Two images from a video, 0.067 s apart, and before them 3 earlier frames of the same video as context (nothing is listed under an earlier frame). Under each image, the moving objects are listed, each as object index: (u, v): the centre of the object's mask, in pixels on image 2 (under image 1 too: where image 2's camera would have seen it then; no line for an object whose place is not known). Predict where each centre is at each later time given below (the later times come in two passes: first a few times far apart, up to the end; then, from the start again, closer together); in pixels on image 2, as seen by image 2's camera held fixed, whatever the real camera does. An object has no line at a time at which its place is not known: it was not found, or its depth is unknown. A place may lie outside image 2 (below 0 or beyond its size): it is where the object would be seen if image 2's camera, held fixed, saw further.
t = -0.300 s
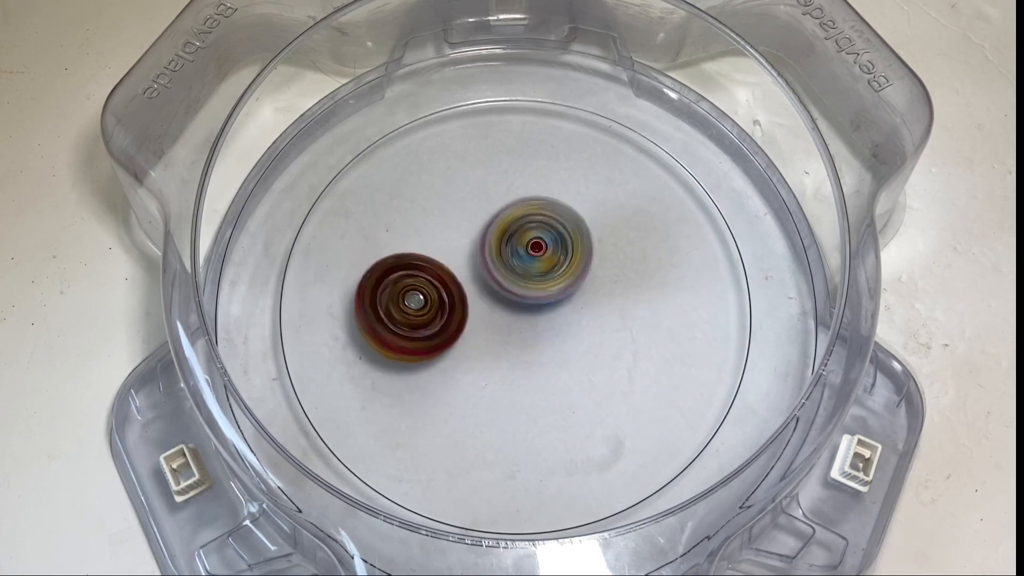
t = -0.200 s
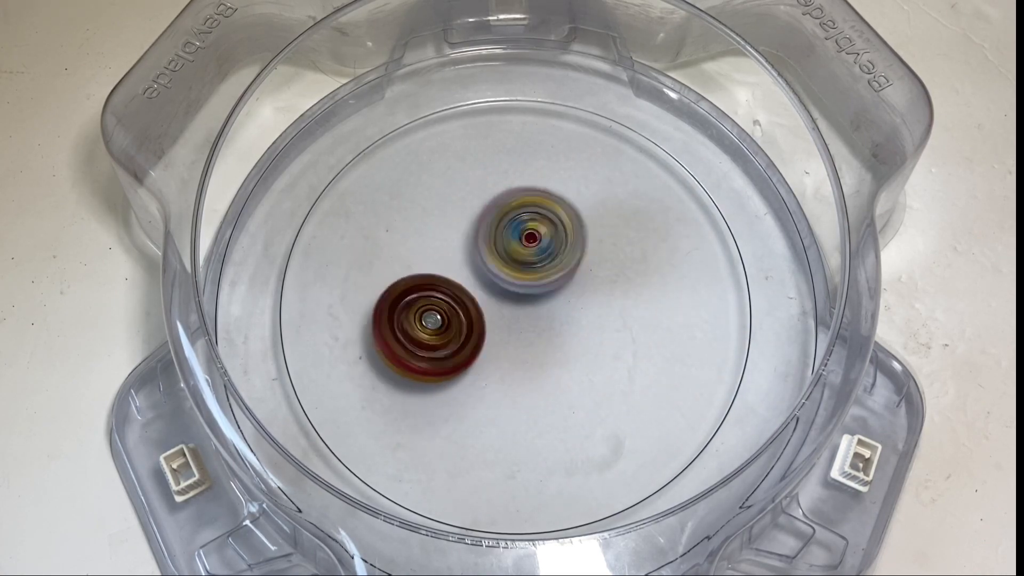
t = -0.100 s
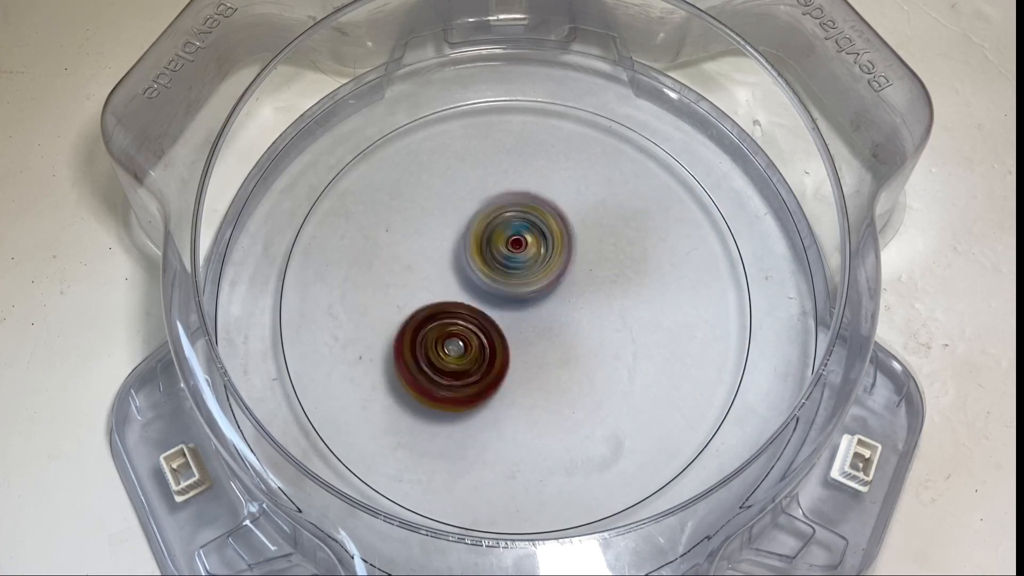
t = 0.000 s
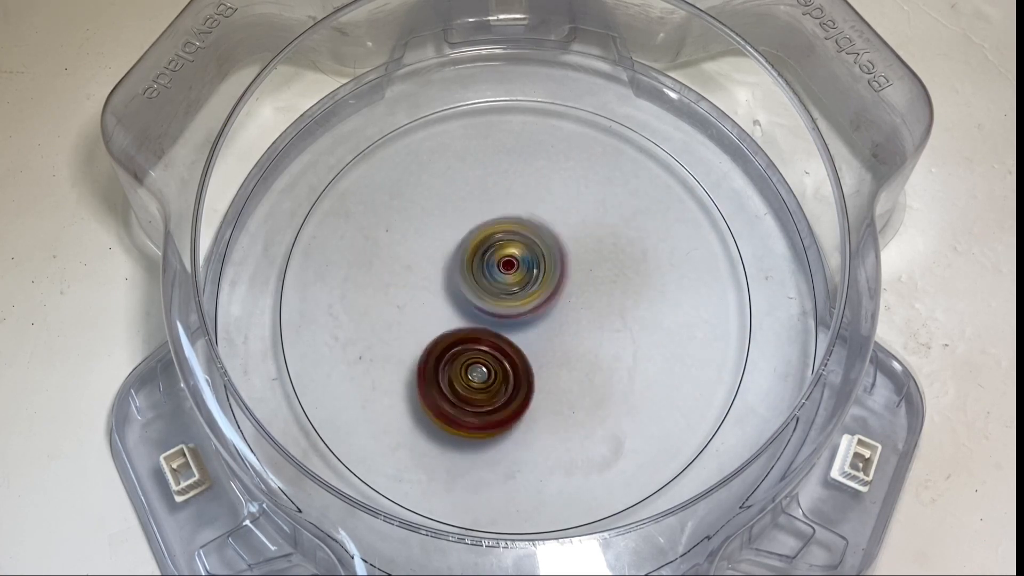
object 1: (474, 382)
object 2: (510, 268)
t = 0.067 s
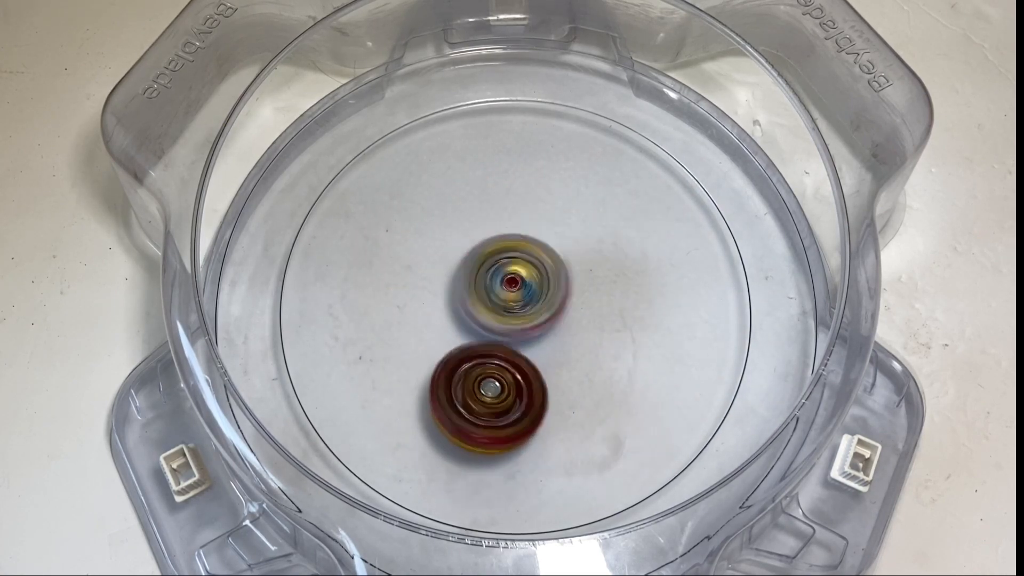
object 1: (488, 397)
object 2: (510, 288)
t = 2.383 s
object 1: (444, 276)
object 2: (559, 314)
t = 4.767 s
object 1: (469, 212)
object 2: (562, 283)
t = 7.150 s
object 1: (450, 215)
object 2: (479, 350)
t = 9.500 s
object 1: (428, 285)
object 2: (556, 256)
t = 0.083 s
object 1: (492, 403)
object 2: (513, 288)
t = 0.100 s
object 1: (496, 408)
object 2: (513, 288)
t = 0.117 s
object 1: (500, 412)
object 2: (516, 286)
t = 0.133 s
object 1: (503, 416)
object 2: (516, 286)
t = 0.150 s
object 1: (505, 417)
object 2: (519, 283)
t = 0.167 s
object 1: (508, 419)
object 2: (519, 282)
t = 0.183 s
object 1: (509, 420)
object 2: (522, 279)
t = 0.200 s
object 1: (511, 421)
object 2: (522, 277)
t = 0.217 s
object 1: (513, 420)
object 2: (522, 276)
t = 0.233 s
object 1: (514, 420)
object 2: (523, 274)
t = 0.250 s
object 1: (514, 420)
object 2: (522, 272)
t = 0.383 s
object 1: (518, 407)
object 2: (516, 261)
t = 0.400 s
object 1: (519, 405)
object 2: (516, 259)
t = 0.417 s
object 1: (519, 403)
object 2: (514, 260)
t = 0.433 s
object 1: (521, 400)
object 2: (513, 259)
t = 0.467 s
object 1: (524, 396)
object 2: (510, 261)
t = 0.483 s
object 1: (526, 393)
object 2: (508, 262)
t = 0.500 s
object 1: (529, 390)
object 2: (506, 264)
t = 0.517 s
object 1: (531, 387)
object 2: (504, 266)
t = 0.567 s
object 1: (542, 375)
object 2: (502, 271)
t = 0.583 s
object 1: (546, 371)
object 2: (501, 273)
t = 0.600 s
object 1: (552, 369)
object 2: (499, 274)
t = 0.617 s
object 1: (559, 370)
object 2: (496, 271)
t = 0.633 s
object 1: (564, 368)
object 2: (493, 271)
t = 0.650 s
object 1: (571, 367)
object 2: (491, 269)
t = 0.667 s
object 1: (574, 365)
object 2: (487, 270)
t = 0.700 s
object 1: (582, 359)
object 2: (483, 270)
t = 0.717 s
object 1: (585, 357)
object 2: (480, 269)
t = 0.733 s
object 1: (587, 354)
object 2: (479, 271)
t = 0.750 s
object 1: (591, 350)
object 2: (476, 271)
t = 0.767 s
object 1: (593, 347)
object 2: (475, 272)
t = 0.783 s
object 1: (595, 344)
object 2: (474, 272)
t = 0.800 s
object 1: (598, 340)
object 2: (472, 275)
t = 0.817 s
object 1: (600, 337)
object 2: (472, 275)
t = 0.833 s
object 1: (601, 334)
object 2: (470, 279)
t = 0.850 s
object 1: (603, 330)
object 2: (471, 279)
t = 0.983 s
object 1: (611, 303)
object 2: (479, 298)
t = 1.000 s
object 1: (612, 298)
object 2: (481, 300)
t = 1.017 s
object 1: (613, 296)
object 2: (484, 301)
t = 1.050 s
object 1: (614, 289)
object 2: (488, 305)
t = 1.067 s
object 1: (614, 287)
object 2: (492, 305)
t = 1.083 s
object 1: (614, 285)
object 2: (494, 306)
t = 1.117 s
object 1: (614, 281)
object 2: (501, 307)
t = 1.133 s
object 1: (614, 279)
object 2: (503, 306)
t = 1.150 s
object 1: (616, 276)
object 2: (502, 306)
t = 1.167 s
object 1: (618, 274)
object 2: (501, 307)
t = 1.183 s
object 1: (618, 273)
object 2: (499, 309)
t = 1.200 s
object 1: (617, 271)
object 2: (496, 309)
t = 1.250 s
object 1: (614, 269)
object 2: (489, 314)
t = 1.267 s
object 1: (612, 269)
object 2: (487, 315)
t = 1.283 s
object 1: (610, 269)
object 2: (485, 317)
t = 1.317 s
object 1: (606, 268)
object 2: (483, 321)
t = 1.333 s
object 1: (603, 267)
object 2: (481, 321)
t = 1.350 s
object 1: (601, 265)
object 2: (481, 324)
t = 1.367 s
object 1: (598, 265)
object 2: (480, 324)
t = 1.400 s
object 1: (591, 261)
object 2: (481, 326)
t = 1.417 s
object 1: (587, 259)
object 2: (480, 329)
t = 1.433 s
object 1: (582, 257)
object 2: (482, 328)
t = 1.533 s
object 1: (548, 241)
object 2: (486, 329)
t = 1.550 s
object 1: (542, 237)
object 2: (488, 329)
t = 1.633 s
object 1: (509, 215)
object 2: (493, 326)
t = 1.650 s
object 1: (503, 212)
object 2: (493, 326)
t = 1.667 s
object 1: (497, 206)
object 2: (494, 324)
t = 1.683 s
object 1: (493, 203)
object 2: (494, 325)
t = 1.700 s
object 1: (488, 199)
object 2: (496, 322)
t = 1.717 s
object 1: (484, 195)
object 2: (496, 322)
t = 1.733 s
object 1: (481, 193)
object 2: (497, 319)
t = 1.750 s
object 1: (477, 190)
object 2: (497, 318)
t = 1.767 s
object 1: (475, 188)
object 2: (497, 315)
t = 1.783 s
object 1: (472, 187)
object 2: (497, 314)
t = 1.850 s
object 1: (466, 184)
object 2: (495, 306)
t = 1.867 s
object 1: (466, 184)
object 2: (495, 302)
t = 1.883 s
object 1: (465, 185)
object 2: (493, 301)
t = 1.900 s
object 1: (464, 185)
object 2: (493, 298)
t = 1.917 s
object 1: (464, 187)
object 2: (491, 297)
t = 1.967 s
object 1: (464, 190)
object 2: (489, 292)
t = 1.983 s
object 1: (464, 190)
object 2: (487, 292)
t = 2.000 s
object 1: (464, 190)
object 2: (487, 292)
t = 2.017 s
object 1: (463, 188)
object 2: (485, 299)
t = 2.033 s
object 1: (463, 187)
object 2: (488, 301)
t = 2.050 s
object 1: (463, 188)
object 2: (489, 307)
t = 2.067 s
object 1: (462, 189)
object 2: (491, 310)
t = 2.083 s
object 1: (462, 191)
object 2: (493, 315)
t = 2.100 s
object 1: (462, 193)
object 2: (499, 318)
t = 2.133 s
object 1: (462, 197)
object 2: (504, 325)
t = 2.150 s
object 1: (462, 200)
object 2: (508, 329)
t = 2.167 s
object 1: (462, 203)
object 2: (514, 329)
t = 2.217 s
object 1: (460, 214)
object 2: (528, 332)
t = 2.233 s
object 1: (459, 219)
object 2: (531, 334)
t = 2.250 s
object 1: (458, 223)
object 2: (536, 332)
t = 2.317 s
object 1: (453, 248)
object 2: (550, 326)
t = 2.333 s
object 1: (451, 255)
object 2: (552, 325)
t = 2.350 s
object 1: (450, 262)
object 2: (555, 321)
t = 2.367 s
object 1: (446, 270)
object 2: (557, 319)
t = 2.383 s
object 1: (444, 276)
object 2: (559, 314)
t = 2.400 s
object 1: (441, 285)
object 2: (558, 313)
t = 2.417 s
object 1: (438, 292)
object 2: (561, 307)
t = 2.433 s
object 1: (435, 298)
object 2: (559, 305)
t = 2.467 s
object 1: (428, 312)
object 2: (558, 297)
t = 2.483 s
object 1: (426, 319)
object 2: (557, 291)
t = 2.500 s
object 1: (422, 325)
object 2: (554, 289)
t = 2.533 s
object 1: (417, 336)
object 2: (547, 282)
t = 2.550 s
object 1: (415, 340)
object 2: (544, 278)
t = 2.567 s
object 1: (413, 345)
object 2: (539, 276)
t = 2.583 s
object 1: (411, 349)
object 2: (533, 274)
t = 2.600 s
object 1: (409, 352)
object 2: (529, 272)
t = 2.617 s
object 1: (408, 356)
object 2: (523, 271)
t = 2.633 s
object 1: (407, 359)
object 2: (518, 270)
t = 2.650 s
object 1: (407, 361)
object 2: (512, 269)
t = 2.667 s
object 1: (406, 363)
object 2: (507, 269)
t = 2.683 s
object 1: (406, 364)
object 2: (499, 272)
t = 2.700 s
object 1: (407, 366)
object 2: (495, 271)
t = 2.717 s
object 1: (408, 367)
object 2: (487, 276)
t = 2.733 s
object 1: (409, 367)
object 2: (483, 277)
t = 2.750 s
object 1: (410, 368)
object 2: (478, 280)
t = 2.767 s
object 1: (410, 369)
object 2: (476, 281)
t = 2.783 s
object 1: (409, 372)
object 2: (476, 281)
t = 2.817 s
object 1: (407, 378)
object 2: (475, 274)
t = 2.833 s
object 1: (408, 380)
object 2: (477, 269)
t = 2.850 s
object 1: (410, 380)
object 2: (476, 266)
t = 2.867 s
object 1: (412, 381)
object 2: (476, 261)
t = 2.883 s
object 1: (414, 381)
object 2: (477, 258)
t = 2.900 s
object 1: (416, 381)
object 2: (476, 255)
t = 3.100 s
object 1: (457, 374)
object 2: (470, 239)
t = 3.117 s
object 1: (462, 374)
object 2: (469, 240)
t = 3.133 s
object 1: (468, 372)
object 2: (469, 240)
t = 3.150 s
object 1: (475, 371)
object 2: (469, 243)
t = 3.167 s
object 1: (482, 369)
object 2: (469, 244)
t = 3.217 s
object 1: (505, 365)
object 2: (472, 251)
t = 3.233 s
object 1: (513, 364)
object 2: (474, 253)
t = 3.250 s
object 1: (521, 362)
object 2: (478, 255)
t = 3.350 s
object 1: (567, 356)
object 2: (495, 267)
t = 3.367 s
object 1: (574, 356)
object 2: (499, 267)
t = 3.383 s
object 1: (581, 357)
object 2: (500, 266)
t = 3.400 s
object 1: (587, 357)
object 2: (499, 267)
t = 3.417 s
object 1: (593, 356)
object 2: (500, 264)
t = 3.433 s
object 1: (597, 355)
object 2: (501, 262)
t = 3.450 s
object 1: (601, 354)
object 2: (502, 259)
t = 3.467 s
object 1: (604, 353)
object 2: (501, 257)
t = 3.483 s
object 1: (607, 351)
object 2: (501, 257)
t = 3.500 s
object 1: (610, 350)
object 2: (500, 255)
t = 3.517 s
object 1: (611, 349)
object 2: (500, 255)
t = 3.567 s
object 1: (614, 345)
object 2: (499, 252)
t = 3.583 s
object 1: (615, 344)
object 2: (498, 253)
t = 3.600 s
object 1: (614, 342)
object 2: (498, 253)
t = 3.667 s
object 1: (612, 337)
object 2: (497, 255)
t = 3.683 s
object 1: (612, 335)
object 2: (498, 255)
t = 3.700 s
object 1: (611, 334)
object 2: (496, 257)
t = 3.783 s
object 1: (606, 321)
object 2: (501, 264)
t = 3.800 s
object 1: (605, 317)
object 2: (501, 265)
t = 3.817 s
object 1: (605, 315)
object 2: (500, 267)
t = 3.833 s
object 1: (604, 312)
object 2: (498, 268)
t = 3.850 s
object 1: (603, 309)
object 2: (496, 271)
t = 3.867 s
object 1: (602, 306)
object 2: (494, 269)
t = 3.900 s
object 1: (601, 299)
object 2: (486, 270)
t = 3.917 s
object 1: (600, 295)
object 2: (482, 271)
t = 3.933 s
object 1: (598, 292)
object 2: (476, 274)
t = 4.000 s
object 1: (588, 278)
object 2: (460, 286)
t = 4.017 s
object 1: (585, 274)
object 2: (457, 289)
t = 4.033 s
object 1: (582, 271)
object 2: (456, 293)
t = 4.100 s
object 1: (568, 257)
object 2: (454, 305)
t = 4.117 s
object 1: (564, 254)
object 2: (454, 311)
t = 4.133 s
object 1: (560, 249)
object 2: (458, 313)
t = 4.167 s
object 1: (551, 242)
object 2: (462, 321)
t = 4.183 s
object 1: (548, 238)
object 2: (465, 324)
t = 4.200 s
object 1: (543, 234)
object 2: (470, 327)
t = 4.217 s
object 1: (539, 230)
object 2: (476, 329)
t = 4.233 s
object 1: (534, 227)
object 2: (480, 332)
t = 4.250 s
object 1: (529, 222)
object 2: (488, 331)
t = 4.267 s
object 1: (525, 219)
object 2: (491, 332)
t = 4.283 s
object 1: (520, 214)
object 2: (496, 331)
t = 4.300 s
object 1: (516, 211)
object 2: (502, 329)
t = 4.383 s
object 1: (499, 196)
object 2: (521, 317)
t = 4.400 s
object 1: (498, 195)
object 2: (524, 312)
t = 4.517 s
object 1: (487, 189)
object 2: (534, 282)
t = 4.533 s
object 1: (486, 187)
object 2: (538, 279)
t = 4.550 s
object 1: (485, 186)
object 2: (539, 282)
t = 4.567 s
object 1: (483, 187)
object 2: (543, 282)
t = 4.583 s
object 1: (483, 188)
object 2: (544, 285)
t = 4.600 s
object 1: (481, 189)
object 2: (549, 285)
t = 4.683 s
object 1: (477, 196)
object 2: (557, 284)
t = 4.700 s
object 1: (475, 199)
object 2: (557, 287)
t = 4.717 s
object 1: (474, 201)
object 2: (560, 286)
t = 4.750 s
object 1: (471, 207)
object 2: (560, 286)
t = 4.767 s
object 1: (469, 212)
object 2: (562, 283)
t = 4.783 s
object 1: (467, 215)
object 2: (559, 286)
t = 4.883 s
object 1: (452, 246)
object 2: (556, 284)
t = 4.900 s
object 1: (450, 252)
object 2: (553, 287)
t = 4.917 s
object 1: (447, 258)
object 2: (554, 288)
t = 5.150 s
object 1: (415, 335)
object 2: (548, 310)
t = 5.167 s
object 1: (416, 339)
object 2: (550, 311)
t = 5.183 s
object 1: (415, 343)
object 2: (546, 312)
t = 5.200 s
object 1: (416, 345)
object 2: (547, 311)
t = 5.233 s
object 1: (416, 351)
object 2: (544, 315)
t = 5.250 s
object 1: (417, 354)
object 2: (544, 317)
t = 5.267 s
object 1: (418, 355)
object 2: (542, 318)
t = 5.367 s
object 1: (425, 364)
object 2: (534, 321)
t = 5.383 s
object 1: (426, 366)
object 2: (533, 322)
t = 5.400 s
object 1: (424, 368)
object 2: (535, 320)
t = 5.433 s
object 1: (424, 371)
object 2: (545, 313)
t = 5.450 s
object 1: (425, 372)
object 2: (548, 310)
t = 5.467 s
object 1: (428, 373)
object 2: (552, 304)
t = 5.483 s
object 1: (431, 374)
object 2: (554, 299)
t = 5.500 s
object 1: (434, 374)
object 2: (556, 295)
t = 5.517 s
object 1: (437, 374)
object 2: (561, 287)
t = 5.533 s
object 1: (441, 374)
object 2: (560, 283)
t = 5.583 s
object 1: (455, 374)
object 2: (557, 266)
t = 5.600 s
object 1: (461, 373)
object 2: (557, 260)
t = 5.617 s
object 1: (466, 374)
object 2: (553, 255)
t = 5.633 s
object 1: (473, 373)
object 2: (550, 249)
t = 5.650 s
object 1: (479, 372)
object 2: (545, 246)
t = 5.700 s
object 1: (500, 370)
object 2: (530, 238)
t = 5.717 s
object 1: (507, 369)
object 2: (524, 236)
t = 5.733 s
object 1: (515, 368)
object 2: (519, 235)
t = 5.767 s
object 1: (529, 366)
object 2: (507, 237)
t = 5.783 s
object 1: (535, 365)
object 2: (502, 237)
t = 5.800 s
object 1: (543, 364)
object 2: (496, 240)
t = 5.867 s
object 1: (567, 358)
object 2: (478, 252)
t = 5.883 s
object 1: (572, 356)
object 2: (472, 257)
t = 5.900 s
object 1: (578, 354)
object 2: (469, 262)
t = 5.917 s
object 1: (582, 352)
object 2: (466, 269)
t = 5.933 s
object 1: (587, 350)
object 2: (463, 274)
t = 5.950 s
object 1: (590, 348)
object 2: (464, 277)
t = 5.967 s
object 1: (594, 346)
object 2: (461, 285)
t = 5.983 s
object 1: (597, 343)
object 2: (461, 290)
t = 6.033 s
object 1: (604, 336)
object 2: (465, 307)
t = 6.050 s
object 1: (606, 333)
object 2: (465, 316)
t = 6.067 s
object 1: (607, 332)
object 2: (470, 320)
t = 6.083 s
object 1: (608, 328)
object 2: (476, 325)
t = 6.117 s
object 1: (609, 324)
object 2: (484, 334)
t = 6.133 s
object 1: (609, 322)
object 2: (487, 340)
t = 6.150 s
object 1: (610, 319)
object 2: (495, 341)
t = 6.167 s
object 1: (611, 316)
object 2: (497, 345)
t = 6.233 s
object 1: (613, 305)
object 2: (506, 354)
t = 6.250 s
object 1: (613, 302)
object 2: (508, 355)
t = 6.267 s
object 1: (611, 299)
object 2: (511, 354)
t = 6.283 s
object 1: (610, 297)
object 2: (510, 355)
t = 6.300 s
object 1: (609, 293)
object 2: (514, 355)
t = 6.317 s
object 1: (607, 291)
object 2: (513, 356)
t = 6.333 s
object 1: (606, 287)
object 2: (514, 354)
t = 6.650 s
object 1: (529, 226)
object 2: (491, 326)
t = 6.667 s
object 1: (523, 221)
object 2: (491, 323)
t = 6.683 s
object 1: (518, 218)
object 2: (487, 320)
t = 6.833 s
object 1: (479, 199)
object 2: (462, 310)
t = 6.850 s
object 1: (475, 198)
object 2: (459, 308)
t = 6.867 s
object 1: (473, 198)
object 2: (459, 309)
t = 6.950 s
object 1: (463, 201)
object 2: (455, 304)
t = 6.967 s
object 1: (461, 201)
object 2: (452, 303)
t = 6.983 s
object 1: (459, 200)
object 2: (450, 307)
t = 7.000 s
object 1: (457, 198)
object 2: (451, 312)
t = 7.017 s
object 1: (455, 197)
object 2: (452, 316)
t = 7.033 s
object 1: (454, 198)
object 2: (454, 319)
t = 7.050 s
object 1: (454, 200)
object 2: (454, 326)
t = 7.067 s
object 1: (453, 201)
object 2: (458, 329)
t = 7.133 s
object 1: (451, 211)
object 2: (475, 347)
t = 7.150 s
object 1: (450, 215)
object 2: (479, 350)
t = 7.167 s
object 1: (449, 218)
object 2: (487, 351)
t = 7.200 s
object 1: (447, 227)
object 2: (500, 353)
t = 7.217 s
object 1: (446, 231)
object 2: (505, 354)
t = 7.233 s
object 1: (445, 237)
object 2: (512, 352)
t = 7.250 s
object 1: (444, 242)
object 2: (518, 350)
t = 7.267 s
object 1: (443, 248)
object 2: (525, 347)
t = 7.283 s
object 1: (442, 253)
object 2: (530, 344)
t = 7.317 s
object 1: (441, 265)
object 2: (539, 337)
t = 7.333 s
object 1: (440, 271)
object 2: (544, 332)
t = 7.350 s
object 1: (439, 278)
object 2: (548, 325)
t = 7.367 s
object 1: (439, 283)
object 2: (549, 321)
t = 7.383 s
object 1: (438, 290)
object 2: (552, 314)
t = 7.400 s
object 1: (438, 296)
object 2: (555, 309)
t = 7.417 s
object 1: (437, 302)
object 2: (555, 303)
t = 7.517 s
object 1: (439, 336)
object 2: (546, 268)
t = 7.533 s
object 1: (439, 342)
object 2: (545, 263)
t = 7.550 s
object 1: (440, 347)
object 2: (539, 259)
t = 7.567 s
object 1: (441, 351)
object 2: (534, 253)
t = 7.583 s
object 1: (442, 356)
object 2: (533, 250)
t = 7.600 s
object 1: (444, 359)
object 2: (526, 246)
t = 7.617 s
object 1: (445, 364)
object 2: (520, 243)
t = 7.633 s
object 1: (447, 367)
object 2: (515, 242)
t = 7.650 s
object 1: (448, 370)
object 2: (509, 239)
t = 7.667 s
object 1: (451, 373)
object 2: (504, 236)
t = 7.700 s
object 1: (455, 377)
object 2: (491, 236)
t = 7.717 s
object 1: (457, 378)
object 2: (488, 234)
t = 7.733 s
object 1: (460, 381)
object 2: (478, 238)
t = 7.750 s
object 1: (463, 382)
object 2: (472, 238)
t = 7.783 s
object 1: (468, 384)
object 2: (463, 243)
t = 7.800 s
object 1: (471, 384)
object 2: (457, 246)
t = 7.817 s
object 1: (474, 385)
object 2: (451, 253)
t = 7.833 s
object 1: (478, 385)
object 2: (447, 257)
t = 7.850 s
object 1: (481, 385)
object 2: (447, 259)
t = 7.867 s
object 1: (485, 385)
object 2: (441, 267)
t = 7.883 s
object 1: (487, 384)
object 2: (440, 272)
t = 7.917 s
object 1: (495, 383)
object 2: (439, 284)
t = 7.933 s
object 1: (499, 382)
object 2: (440, 288)
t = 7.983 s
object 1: (520, 388)
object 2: (439, 291)
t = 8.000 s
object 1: (524, 389)
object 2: (439, 295)
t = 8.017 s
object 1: (529, 388)
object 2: (438, 294)
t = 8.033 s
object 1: (533, 386)
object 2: (439, 292)
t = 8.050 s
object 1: (537, 386)
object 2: (438, 294)
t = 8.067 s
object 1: (541, 383)
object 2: (439, 293)
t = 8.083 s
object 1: (545, 382)
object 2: (442, 291)
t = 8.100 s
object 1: (549, 379)
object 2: (440, 294)
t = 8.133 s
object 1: (556, 374)
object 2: (446, 291)
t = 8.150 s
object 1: (560, 371)
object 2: (446, 291)
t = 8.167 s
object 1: (563, 368)
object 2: (447, 290)
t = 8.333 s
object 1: (589, 327)
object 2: (479, 276)
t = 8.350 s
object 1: (592, 320)
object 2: (485, 273)
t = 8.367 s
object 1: (593, 317)
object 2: (487, 270)
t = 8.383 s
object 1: (595, 312)
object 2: (488, 270)
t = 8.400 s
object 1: (597, 307)
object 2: (490, 265)
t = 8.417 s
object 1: (599, 303)
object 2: (492, 261)
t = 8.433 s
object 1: (600, 298)
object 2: (488, 259)
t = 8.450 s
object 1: (601, 295)
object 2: (487, 254)
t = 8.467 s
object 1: (602, 291)
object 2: (486, 251)
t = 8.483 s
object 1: (602, 286)
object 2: (482, 249)
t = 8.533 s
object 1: (600, 276)
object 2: (475, 243)
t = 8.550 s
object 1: (600, 273)
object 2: (473, 239)
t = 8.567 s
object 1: (598, 270)
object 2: (474, 239)
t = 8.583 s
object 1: (597, 268)
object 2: (469, 238)
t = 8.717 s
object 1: (575, 247)
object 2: (462, 248)
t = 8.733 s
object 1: (571, 244)
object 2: (461, 252)
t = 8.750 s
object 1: (569, 242)
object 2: (457, 253)
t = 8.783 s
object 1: (568, 237)
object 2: (452, 261)
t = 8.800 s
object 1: (566, 236)
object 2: (449, 263)
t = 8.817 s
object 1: (563, 235)
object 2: (448, 272)
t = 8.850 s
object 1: (557, 233)
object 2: (446, 279)
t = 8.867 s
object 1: (553, 232)
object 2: (446, 287)
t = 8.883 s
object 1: (550, 231)
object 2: (447, 291)
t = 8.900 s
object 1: (546, 230)
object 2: (448, 295)
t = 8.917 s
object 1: (542, 230)
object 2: (450, 302)
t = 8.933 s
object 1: (538, 229)
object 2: (453, 306)
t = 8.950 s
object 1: (534, 227)
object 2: (457, 308)
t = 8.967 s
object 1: (530, 227)
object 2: (460, 315)
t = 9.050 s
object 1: (507, 225)
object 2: (486, 329)
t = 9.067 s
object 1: (502, 225)
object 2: (489, 334)
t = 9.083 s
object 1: (497, 225)
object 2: (496, 333)
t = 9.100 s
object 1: (494, 226)
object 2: (503, 333)
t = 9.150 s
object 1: (481, 229)
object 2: (521, 333)
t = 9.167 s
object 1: (476, 230)
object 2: (524, 335)
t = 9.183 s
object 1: (473, 232)
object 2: (531, 333)
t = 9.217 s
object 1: (465, 235)
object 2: (541, 328)
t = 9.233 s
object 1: (462, 237)
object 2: (548, 325)
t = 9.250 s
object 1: (458, 239)
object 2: (552, 320)
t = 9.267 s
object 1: (455, 241)
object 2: (554, 319)
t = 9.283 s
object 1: (452, 243)
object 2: (560, 315)
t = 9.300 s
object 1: (449, 246)
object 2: (563, 309)
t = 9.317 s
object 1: (447, 249)
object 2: (564, 307)
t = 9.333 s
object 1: (444, 251)
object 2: (567, 302)
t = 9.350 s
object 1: (442, 254)
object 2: (569, 296)
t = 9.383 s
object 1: (438, 261)
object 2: (569, 288)
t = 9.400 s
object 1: (436, 264)
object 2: (570, 282)
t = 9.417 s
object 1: (434, 267)
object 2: (567, 279)
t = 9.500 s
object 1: (428, 285)
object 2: (556, 256)
